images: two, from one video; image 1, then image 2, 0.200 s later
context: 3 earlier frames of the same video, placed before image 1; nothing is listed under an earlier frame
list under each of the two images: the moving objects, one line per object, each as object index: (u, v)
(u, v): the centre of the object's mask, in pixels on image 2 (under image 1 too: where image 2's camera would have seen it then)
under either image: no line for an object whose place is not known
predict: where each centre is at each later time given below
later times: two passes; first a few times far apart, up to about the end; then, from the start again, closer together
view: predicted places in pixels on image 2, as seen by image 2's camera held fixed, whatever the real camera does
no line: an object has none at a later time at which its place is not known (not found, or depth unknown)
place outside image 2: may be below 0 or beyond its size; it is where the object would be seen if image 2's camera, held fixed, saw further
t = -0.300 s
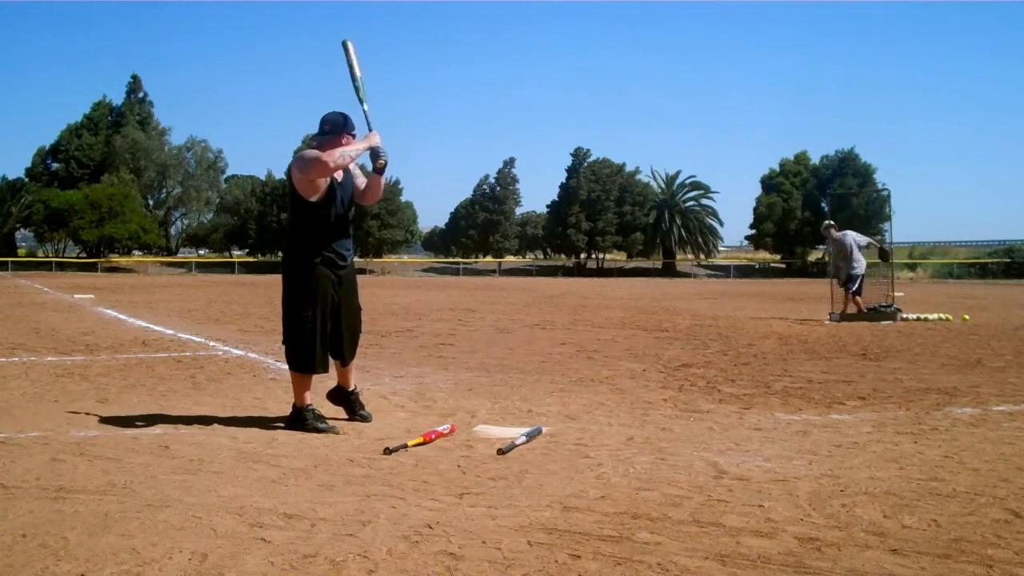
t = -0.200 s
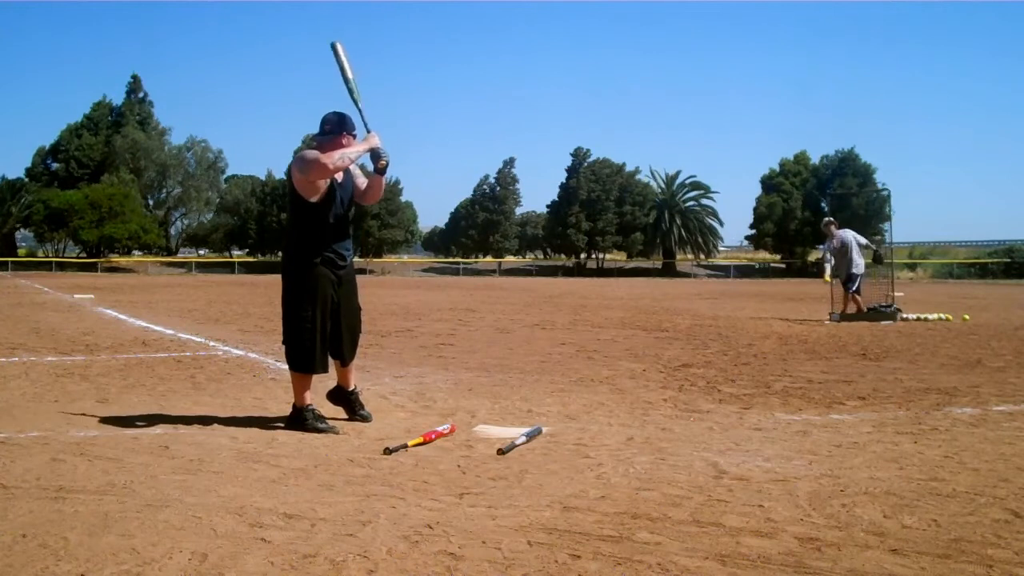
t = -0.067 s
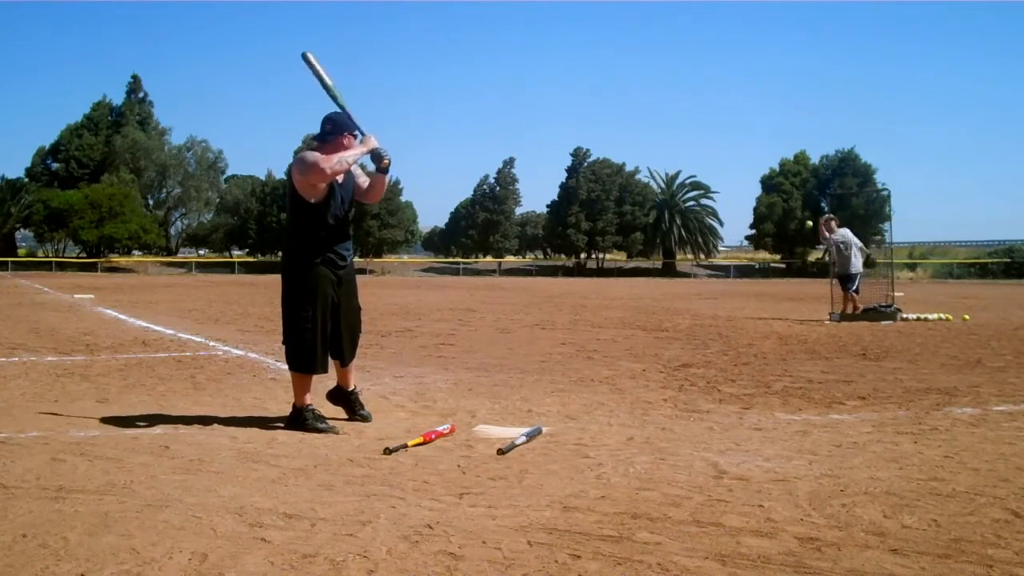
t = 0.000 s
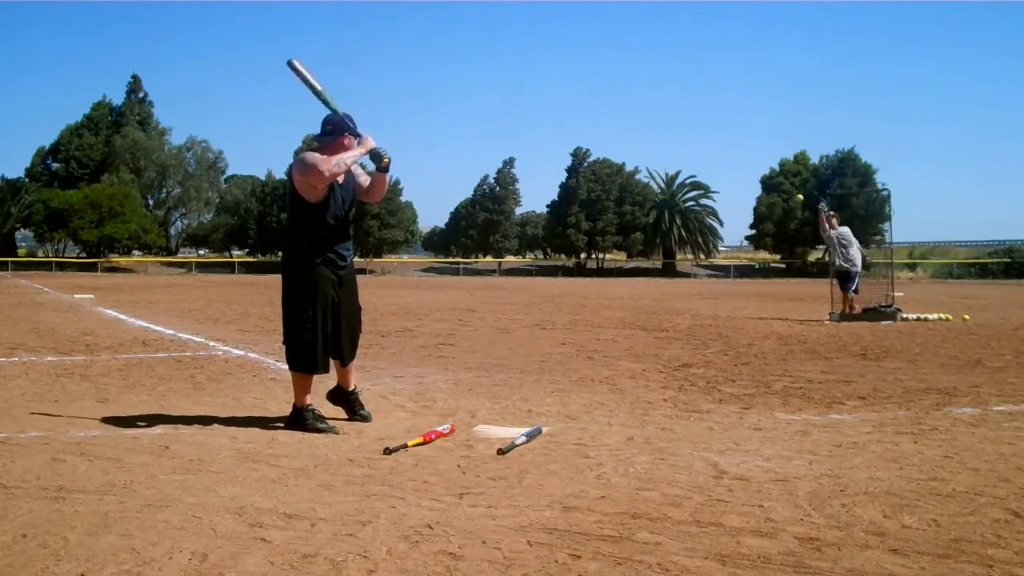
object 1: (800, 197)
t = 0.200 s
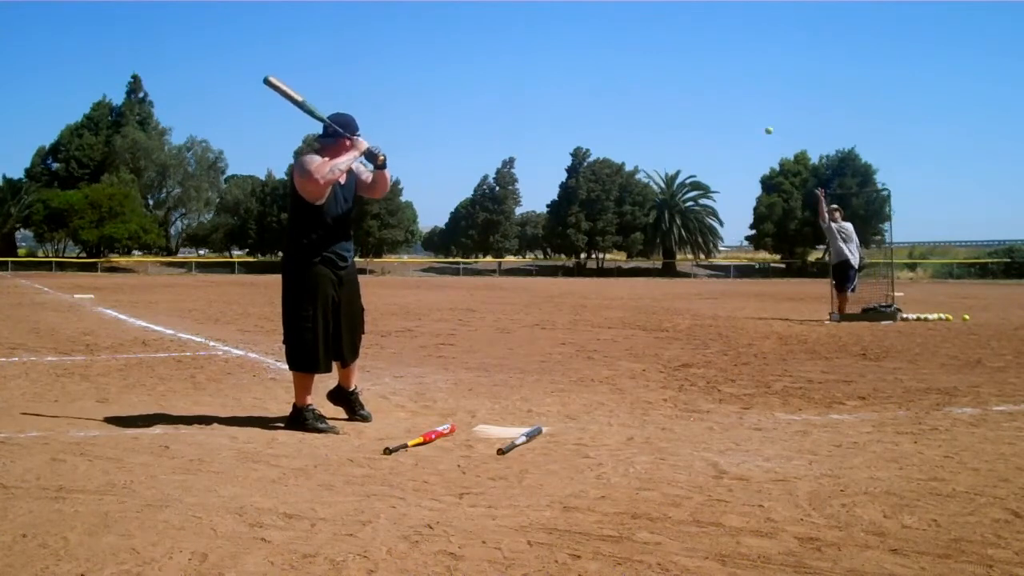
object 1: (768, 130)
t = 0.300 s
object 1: (752, 103)
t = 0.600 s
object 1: (692, 62)
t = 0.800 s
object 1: (639, 82)
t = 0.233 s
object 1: (763, 120)
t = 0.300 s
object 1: (752, 103)
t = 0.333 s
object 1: (746, 95)
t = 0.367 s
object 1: (740, 88)
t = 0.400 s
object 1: (734, 82)
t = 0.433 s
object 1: (727, 76)
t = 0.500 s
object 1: (713, 68)
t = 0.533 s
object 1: (706, 65)
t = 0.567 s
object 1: (699, 62)
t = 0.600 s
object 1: (692, 62)
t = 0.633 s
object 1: (684, 61)
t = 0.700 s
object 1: (667, 65)
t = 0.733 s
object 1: (658, 70)
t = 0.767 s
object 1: (649, 75)
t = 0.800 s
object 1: (639, 82)
